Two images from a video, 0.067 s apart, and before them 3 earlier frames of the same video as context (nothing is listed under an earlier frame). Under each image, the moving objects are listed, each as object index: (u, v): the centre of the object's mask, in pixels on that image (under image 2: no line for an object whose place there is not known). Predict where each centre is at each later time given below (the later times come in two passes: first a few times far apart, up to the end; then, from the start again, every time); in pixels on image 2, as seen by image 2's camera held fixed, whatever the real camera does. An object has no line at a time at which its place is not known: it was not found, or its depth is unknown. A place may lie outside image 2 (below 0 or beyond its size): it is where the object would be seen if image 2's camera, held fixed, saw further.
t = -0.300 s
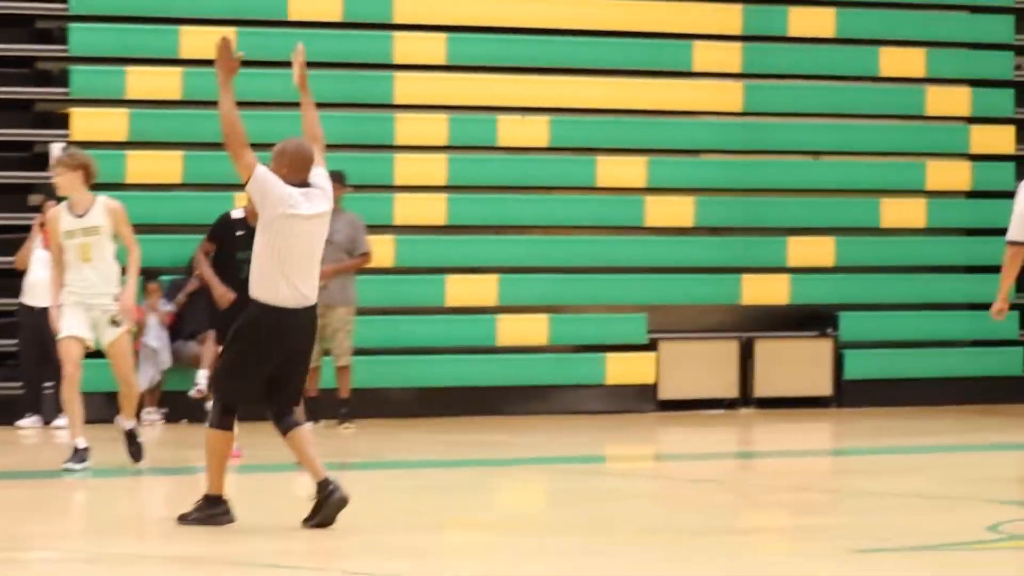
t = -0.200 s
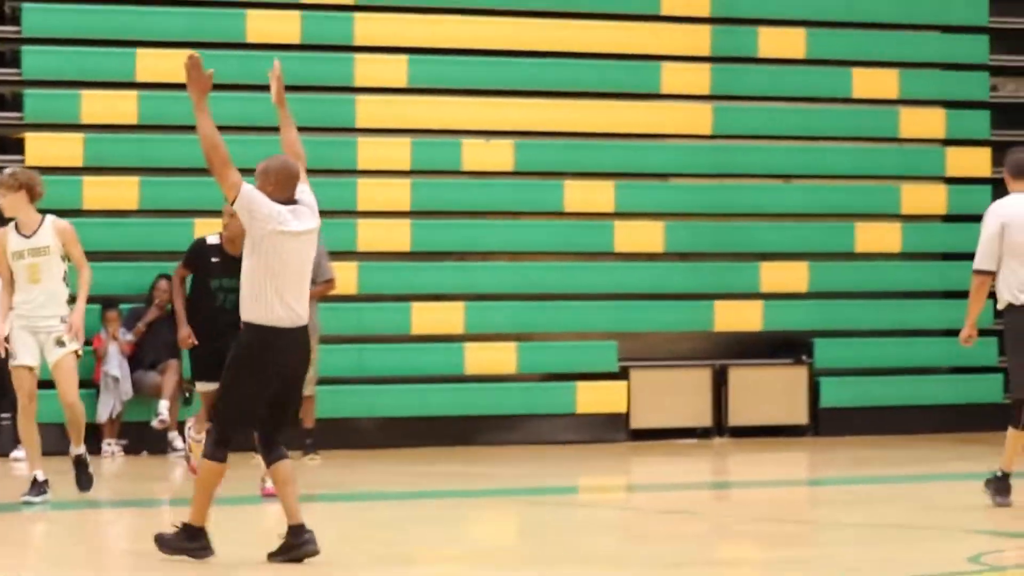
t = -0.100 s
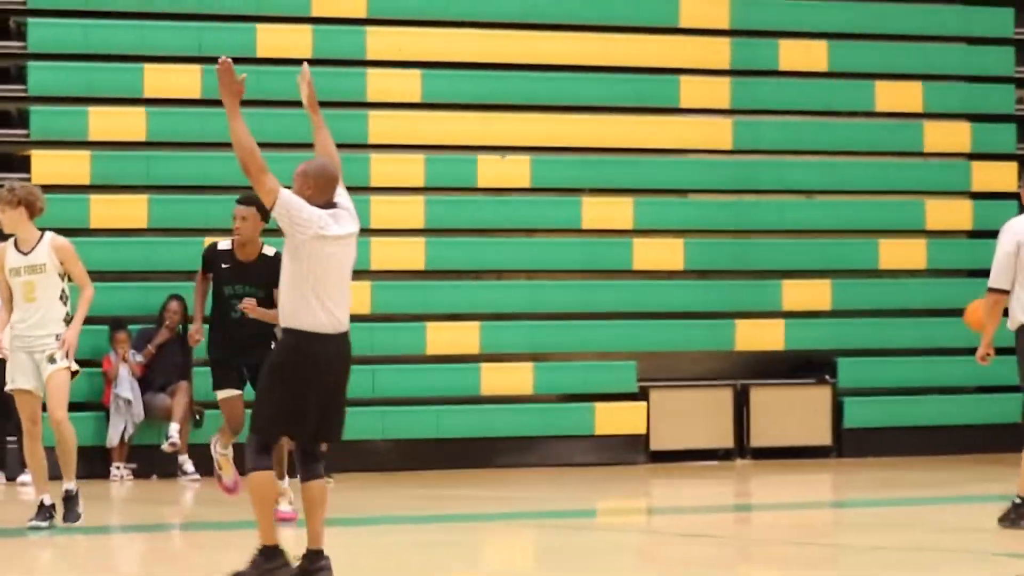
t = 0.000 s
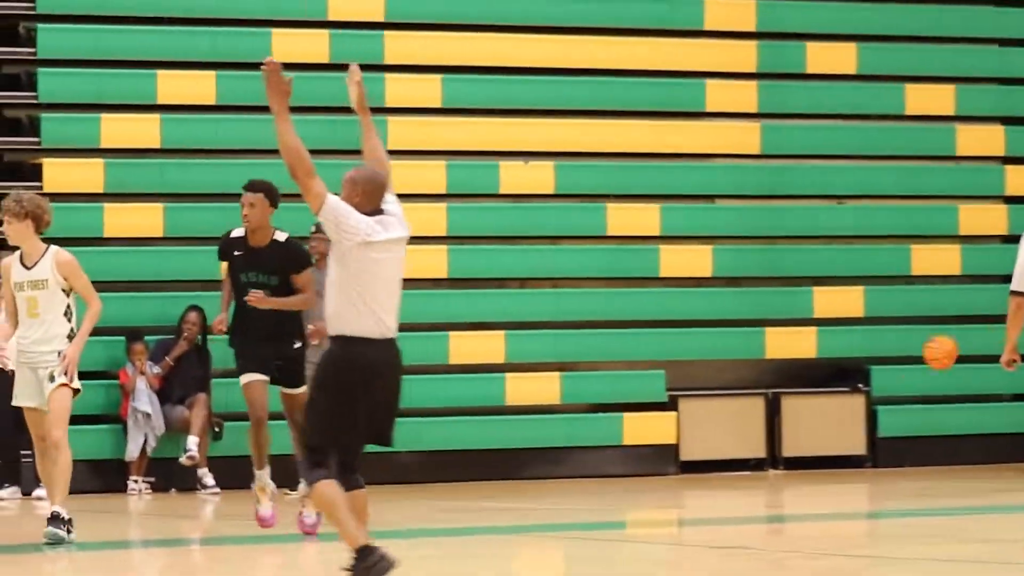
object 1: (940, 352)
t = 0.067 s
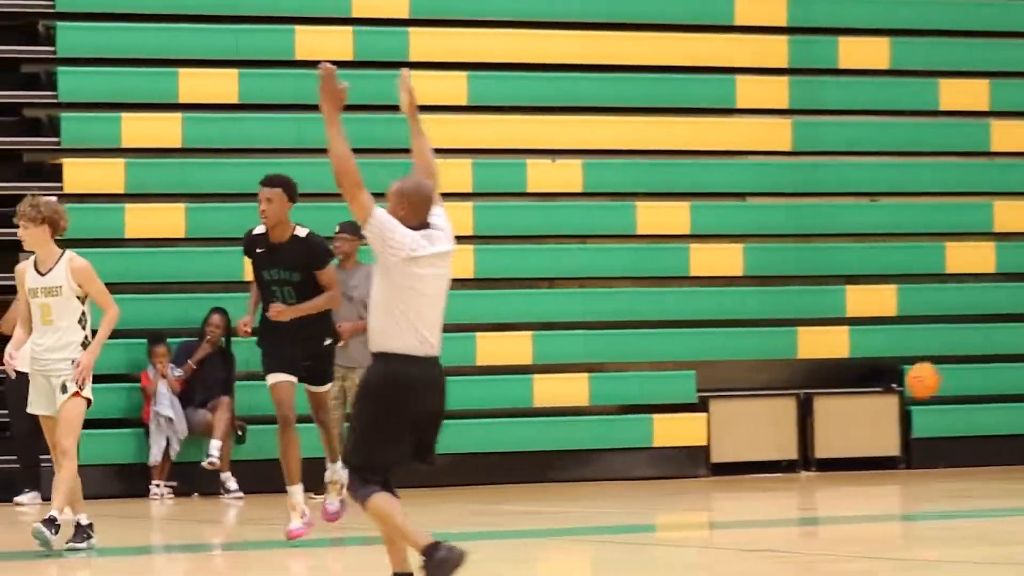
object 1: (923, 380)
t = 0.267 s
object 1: (794, 444)
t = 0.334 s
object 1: (779, 414)
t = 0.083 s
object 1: (910, 388)
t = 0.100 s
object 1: (898, 396)
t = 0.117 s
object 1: (886, 405)
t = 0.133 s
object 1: (872, 417)
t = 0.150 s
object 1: (859, 425)
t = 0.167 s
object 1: (845, 434)
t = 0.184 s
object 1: (832, 447)
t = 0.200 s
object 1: (818, 457)
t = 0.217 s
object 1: (806, 467)
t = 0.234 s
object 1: (802, 463)
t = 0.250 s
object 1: (799, 454)
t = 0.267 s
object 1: (794, 444)
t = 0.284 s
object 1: (790, 436)
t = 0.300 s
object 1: (786, 428)
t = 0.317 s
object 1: (782, 422)
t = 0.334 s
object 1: (779, 414)
